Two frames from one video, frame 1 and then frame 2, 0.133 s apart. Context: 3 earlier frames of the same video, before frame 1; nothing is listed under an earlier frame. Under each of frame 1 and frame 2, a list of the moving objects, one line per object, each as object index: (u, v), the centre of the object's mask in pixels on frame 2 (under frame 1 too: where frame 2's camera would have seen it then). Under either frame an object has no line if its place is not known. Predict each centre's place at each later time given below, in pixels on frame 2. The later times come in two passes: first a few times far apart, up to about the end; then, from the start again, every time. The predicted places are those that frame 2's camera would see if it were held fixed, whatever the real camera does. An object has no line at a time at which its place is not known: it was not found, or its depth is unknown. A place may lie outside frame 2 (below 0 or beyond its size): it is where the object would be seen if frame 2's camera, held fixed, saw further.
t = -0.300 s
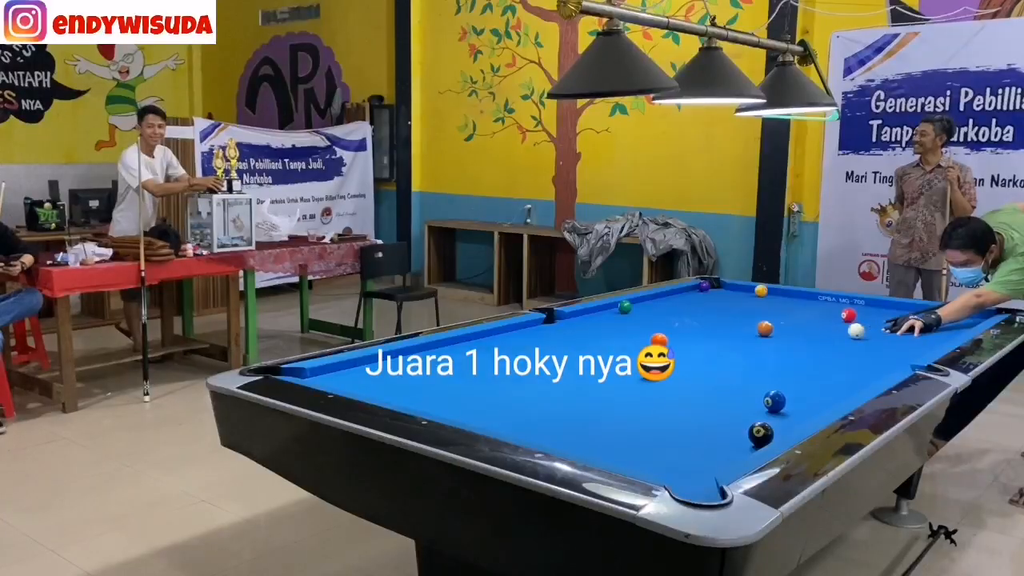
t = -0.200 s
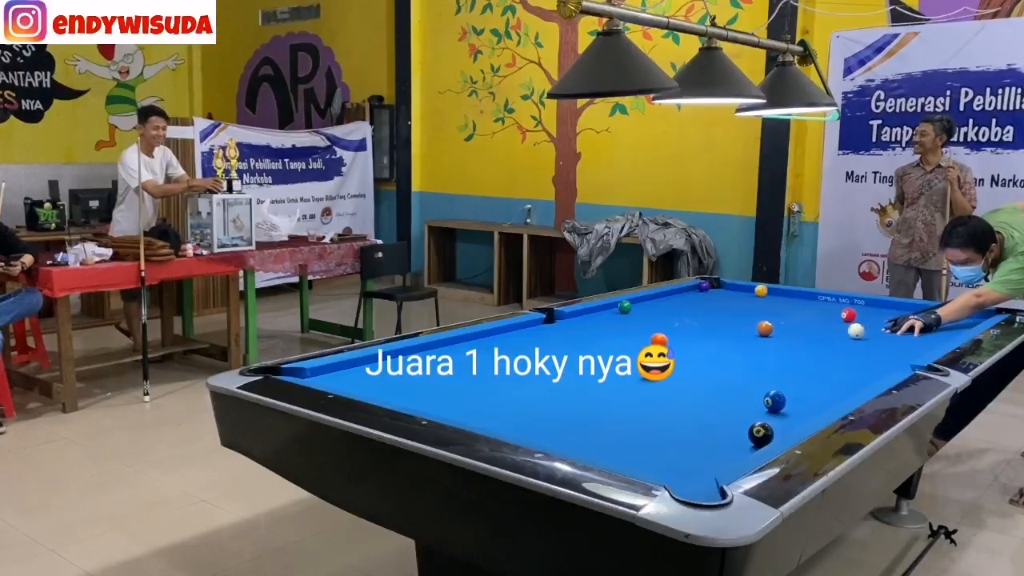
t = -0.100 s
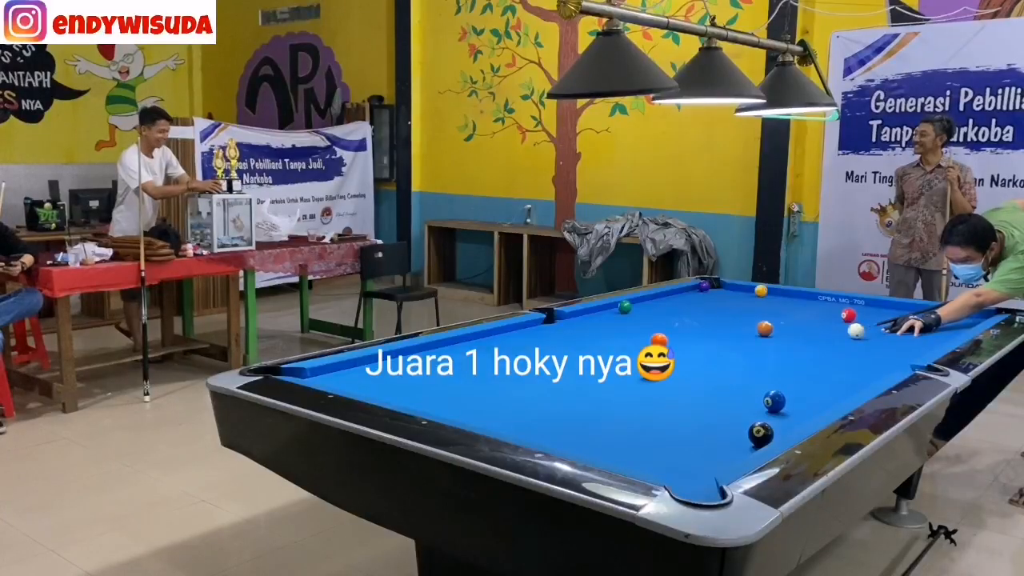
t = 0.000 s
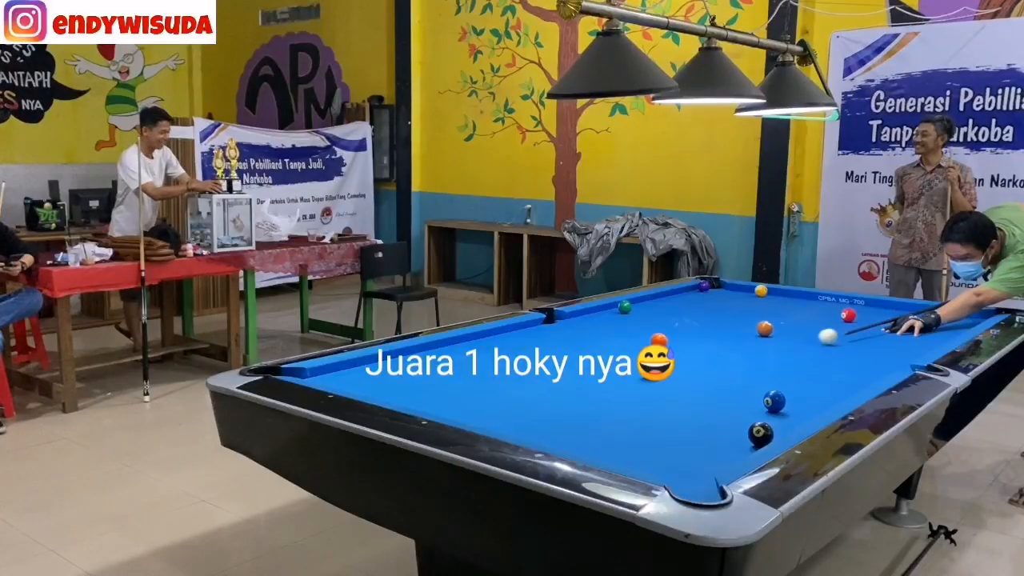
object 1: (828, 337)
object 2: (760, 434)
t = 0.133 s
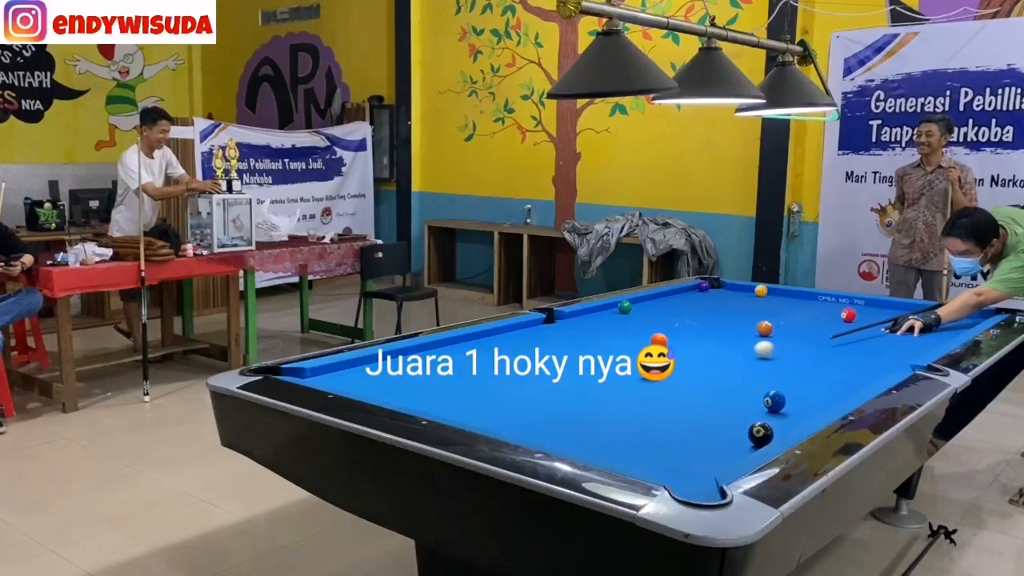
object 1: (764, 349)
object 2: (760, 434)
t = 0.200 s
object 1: (731, 356)
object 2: (760, 434)
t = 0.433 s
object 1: (679, 383)
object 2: (760, 434)
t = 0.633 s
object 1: (669, 410)
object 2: (760, 434)
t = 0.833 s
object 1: (655, 443)
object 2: (760, 434)
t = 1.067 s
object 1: (674, 468)
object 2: (760, 434)
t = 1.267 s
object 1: (734, 454)
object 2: (760, 434)
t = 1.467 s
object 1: (742, 440)
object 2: (762, 434)
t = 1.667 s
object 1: (726, 428)
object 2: (777, 429)
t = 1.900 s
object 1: (706, 417)
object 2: (783, 425)
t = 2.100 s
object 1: (691, 409)
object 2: (784, 423)
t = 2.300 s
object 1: (678, 401)
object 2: (785, 421)
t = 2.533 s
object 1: (665, 394)
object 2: (786, 419)
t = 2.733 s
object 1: (655, 388)
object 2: (787, 417)
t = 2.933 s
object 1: (646, 383)
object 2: (789, 417)
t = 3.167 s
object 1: (638, 378)
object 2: (790, 416)
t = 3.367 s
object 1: (631, 375)
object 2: (790, 416)
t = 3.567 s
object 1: (625, 371)
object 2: (790, 416)
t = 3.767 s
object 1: (621, 368)
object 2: (790, 416)
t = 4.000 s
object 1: (615, 366)
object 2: (790, 416)
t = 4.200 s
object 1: (611, 364)
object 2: (790, 416)
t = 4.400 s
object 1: (608, 362)
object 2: (790, 416)
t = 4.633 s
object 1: (605, 361)
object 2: (790, 416)
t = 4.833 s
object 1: (603, 360)
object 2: (790, 416)
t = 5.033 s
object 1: (602, 359)
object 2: (790, 416)
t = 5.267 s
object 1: (601, 359)
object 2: (790, 416)
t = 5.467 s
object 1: (601, 359)
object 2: (790, 416)
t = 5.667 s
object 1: (601, 359)
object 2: (790, 416)
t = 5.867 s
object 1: (601, 359)
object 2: (790, 416)
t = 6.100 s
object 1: (601, 359)
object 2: (790, 416)
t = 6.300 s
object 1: (601, 359)
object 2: (790, 416)
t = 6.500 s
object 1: (601, 359)
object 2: (790, 416)
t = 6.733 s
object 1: (601, 359)
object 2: (790, 416)
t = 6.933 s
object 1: (601, 359)
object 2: (790, 416)
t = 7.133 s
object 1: (601, 359)
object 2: (790, 416)
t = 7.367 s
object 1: (601, 359)
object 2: (790, 416)
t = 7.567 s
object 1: (601, 359)
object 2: (790, 416)
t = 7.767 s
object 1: (601, 359)
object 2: (790, 416)
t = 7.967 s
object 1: (601, 359)
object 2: (790, 416)
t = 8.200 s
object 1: (601, 359)
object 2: (790, 416)
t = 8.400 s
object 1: (601, 359)
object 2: (790, 416)
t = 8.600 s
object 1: (601, 359)
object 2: (790, 416)
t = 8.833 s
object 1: (601, 359)
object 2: (790, 416)
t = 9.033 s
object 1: (601, 359)
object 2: (790, 416)
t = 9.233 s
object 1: (601, 360)
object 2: (790, 416)
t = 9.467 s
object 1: (601, 359)
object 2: (790, 416)
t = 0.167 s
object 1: (748, 353)
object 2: (760, 434)
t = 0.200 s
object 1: (731, 356)
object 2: (760, 434)
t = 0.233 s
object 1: (713, 360)
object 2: (760, 434)
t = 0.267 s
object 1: (694, 364)
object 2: (760, 434)
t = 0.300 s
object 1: (675, 368)
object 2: (760, 434)
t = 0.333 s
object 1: (674, 371)
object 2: (760, 434)
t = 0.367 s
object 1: (677, 375)
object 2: (760, 434)
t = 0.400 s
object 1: (679, 379)
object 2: (760, 434)
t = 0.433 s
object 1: (679, 383)
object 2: (760, 434)
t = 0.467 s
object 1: (679, 387)
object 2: (760, 434)
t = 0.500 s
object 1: (677, 391)
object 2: (760, 434)
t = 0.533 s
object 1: (675, 396)
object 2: (760, 434)
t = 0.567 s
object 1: (673, 400)
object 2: (760, 434)
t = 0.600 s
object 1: (671, 405)
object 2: (760, 434)
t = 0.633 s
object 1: (669, 410)
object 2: (760, 434)
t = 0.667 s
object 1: (667, 415)
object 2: (760, 434)
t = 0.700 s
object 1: (664, 420)
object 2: (760, 434)
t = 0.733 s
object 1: (662, 425)
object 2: (760, 434)
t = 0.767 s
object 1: (660, 431)
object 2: (760, 434)
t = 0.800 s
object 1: (657, 437)
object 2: (760, 434)
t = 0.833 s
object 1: (655, 443)
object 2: (760, 434)
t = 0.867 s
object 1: (652, 449)
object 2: (760, 434)
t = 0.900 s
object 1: (649, 456)
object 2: (760, 434)
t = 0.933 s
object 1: (647, 462)
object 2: (760, 434)
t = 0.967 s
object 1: (644, 465)
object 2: (760, 434)
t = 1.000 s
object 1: (651, 467)
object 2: (760, 434)
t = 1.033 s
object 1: (663, 468)
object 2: (760, 434)
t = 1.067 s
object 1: (674, 468)
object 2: (760, 434)
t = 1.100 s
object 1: (685, 466)
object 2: (760, 434)
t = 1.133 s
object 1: (697, 464)
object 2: (760, 434)
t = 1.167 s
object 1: (707, 462)
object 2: (760, 434)
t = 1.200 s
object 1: (718, 460)
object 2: (760, 434)
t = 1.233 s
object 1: (728, 457)
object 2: (760, 434)
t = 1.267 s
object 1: (734, 454)
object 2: (760, 434)
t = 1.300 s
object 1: (736, 452)
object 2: (760, 434)
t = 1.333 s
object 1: (737, 450)
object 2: (760, 434)
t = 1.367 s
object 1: (738, 448)
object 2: (760, 434)
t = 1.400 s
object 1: (740, 445)
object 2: (761, 434)
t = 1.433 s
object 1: (741, 443)
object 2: (761, 434)
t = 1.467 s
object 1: (742, 440)
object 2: (762, 434)
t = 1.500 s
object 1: (742, 437)
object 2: (762, 434)
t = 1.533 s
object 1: (738, 436)
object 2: (765, 433)
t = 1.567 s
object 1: (735, 434)
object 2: (768, 432)
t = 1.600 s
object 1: (731, 432)
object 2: (771, 431)
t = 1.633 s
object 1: (728, 430)
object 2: (774, 430)
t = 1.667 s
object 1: (726, 428)
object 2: (777, 429)
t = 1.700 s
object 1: (722, 427)
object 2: (780, 428)
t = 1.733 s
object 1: (720, 425)
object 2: (783, 427)
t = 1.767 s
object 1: (716, 423)
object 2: (783, 427)
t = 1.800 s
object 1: (714, 422)
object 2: (783, 426)
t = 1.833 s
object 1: (711, 421)
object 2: (783, 426)
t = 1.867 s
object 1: (708, 419)
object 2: (783, 426)
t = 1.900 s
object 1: (706, 417)
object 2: (783, 425)
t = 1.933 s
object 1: (703, 416)
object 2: (783, 425)
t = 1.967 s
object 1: (701, 414)
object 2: (783, 425)
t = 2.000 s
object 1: (698, 413)
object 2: (784, 424)
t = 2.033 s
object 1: (696, 411)
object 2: (784, 424)
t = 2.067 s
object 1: (693, 410)
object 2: (784, 423)
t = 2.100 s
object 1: (691, 409)
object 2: (784, 423)
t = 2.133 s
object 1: (689, 408)
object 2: (784, 423)
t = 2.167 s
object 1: (687, 406)
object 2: (784, 422)
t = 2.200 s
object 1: (684, 405)
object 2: (785, 422)
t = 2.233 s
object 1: (682, 404)
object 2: (785, 422)
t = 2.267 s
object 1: (680, 403)
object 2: (785, 421)
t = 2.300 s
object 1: (678, 401)
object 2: (785, 421)
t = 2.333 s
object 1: (677, 400)
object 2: (785, 421)
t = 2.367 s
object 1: (675, 399)
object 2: (785, 421)
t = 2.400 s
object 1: (673, 398)
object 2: (785, 420)
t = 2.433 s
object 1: (671, 397)
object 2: (785, 420)
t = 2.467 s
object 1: (669, 396)
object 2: (785, 420)
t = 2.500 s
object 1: (667, 395)
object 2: (786, 419)
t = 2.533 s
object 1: (665, 394)
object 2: (786, 419)
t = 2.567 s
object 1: (664, 393)
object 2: (786, 419)
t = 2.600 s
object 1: (662, 392)
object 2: (786, 418)
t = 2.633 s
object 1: (660, 391)
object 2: (786, 418)
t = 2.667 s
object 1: (658, 390)
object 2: (786, 418)
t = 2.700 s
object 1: (657, 389)
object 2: (787, 418)
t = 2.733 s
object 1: (655, 388)
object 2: (787, 417)
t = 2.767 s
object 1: (654, 387)
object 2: (787, 417)
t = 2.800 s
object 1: (652, 386)
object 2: (788, 417)
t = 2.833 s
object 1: (651, 386)
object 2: (788, 417)
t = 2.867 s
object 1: (649, 385)
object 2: (788, 417)
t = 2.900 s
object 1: (648, 384)
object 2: (788, 417)
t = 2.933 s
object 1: (646, 383)
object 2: (789, 417)
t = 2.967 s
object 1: (645, 383)
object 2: (789, 416)
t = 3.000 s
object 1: (644, 382)
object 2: (789, 416)
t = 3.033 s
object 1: (642, 381)
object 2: (790, 416)
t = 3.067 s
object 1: (641, 380)
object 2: (790, 416)
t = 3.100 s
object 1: (640, 380)
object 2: (790, 416)
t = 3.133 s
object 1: (639, 379)
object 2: (790, 416)
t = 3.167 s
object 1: (638, 378)
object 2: (790, 416)
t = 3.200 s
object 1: (637, 378)
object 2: (790, 416)
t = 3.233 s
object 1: (636, 377)
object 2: (790, 416)
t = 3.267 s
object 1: (634, 376)
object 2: (790, 416)
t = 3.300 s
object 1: (633, 376)
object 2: (790, 416)
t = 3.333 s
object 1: (632, 375)
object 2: (790, 416)
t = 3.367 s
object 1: (631, 375)
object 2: (790, 416)
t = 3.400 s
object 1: (630, 374)
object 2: (790, 416)
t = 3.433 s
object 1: (629, 373)
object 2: (790, 416)
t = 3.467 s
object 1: (628, 373)
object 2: (790, 416)
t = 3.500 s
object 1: (627, 372)
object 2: (790, 416)
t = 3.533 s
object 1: (626, 372)
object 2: (790, 416)
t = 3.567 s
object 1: (625, 371)
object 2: (790, 416)
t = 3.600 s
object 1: (625, 371)
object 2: (790, 416)
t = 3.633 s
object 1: (624, 370)
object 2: (790, 416)
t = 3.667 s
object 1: (623, 370)
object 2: (790, 416)
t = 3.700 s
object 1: (622, 369)
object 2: (790, 416)
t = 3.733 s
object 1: (621, 369)
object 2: (790, 416)
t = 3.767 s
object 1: (621, 368)
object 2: (790, 416)
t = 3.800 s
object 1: (620, 368)
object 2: (790, 416)
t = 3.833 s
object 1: (619, 368)
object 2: (790, 416)
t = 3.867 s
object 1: (618, 367)
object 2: (790, 416)
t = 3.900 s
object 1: (617, 367)
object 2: (790, 416)
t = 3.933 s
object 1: (617, 366)
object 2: (790, 416)
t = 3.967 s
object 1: (616, 366)
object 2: (790, 416)
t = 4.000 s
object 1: (615, 366)
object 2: (790, 416)
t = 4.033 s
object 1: (615, 365)
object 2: (790, 416)
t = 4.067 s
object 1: (614, 365)
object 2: (790, 416)
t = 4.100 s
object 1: (613, 365)
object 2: (790, 416)
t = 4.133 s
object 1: (612, 364)
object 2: (790, 416)
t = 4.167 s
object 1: (612, 364)
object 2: (790, 416)
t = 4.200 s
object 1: (611, 364)
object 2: (790, 416)
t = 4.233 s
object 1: (611, 363)
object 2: (790, 416)
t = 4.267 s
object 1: (610, 363)
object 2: (790, 416)
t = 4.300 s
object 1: (610, 363)
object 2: (790, 416)
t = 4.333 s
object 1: (609, 363)
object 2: (790, 416)
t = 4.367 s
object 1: (608, 362)
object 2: (790, 416)
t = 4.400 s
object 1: (608, 362)
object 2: (790, 416)
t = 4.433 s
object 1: (608, 362)
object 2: (790, 416)
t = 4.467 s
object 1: (607, 362)
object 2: (790, 416)
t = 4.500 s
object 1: (607, 361)
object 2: (790, 416)
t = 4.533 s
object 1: (606, 361)
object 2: (790, 416)
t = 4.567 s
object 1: (606, 361)
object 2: (790, 416)
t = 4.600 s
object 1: (606, 361)
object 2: (790, 416)
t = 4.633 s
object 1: (605, 361)
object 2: (790, 416)
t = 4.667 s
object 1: (605, 361)
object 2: (790, 416)
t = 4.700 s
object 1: (604, 360)
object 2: (790, 416)
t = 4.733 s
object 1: (604, 360)
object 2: (790, 416)
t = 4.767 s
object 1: (604, 360)
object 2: (790, 416)
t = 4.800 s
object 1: (604, 360)
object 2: (790, 416)
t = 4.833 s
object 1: (603, 360)
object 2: (790, 416)
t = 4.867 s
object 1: (603, 360)
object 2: (790, 416)
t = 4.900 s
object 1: (603, 360)
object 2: (790, 416)
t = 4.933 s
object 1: (603, 359)
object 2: (790, 416)
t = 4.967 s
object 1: (602, 359)
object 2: (790, 416)
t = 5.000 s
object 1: (602, 359)
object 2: (790, 416)
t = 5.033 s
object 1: (602, 359)
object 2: (790, 416)
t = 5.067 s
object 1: (602, 359)
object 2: (790, 416)
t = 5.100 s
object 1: (602, 359)
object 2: (790, 416)
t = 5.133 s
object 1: (601, 359)
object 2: (790, 416)
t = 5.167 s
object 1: (601, 359)
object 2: (790, 416)
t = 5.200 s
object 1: (601, 359)
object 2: (790, 416)
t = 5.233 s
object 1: (601, 359)
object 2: (790, 416)
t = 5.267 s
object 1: (601, 359)
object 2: (790, 416)
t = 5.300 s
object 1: (601, 359)
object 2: (790, 416)
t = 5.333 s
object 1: (601, 359)
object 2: (790, 416)
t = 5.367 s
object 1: (601, 359)
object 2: (790, 416)
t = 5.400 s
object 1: (601, 359)
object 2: (790, 416)
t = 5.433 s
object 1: (601, 359)
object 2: (790, 416)
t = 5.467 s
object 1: (601, 359)
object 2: (790, 416)
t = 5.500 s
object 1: (601, 359)
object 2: (790, 416)
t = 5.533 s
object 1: (601, 359)
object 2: (790, 416)
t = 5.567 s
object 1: (601, 359)
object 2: (790, 416)
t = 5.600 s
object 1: (601, 359)
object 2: (790, 416)
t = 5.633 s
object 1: (601, 359)
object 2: (790, 416)
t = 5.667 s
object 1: (601, 359)
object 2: (790, 416)
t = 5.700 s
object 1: (601, 359)
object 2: (790, 416)
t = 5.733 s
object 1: (601, 359)
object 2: (790, 416)
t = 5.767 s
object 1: (601, 359)
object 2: (790, 416)
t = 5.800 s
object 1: (601, 359)
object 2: (790, 416)
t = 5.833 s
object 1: (601, 359)
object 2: (790, 416)
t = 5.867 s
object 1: (601, 359)
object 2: (790, 416)
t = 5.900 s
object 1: (601, 359)
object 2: (790, 416)
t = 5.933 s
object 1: (601, 359)
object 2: (790, 416)
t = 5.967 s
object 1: (601, 359)
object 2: (790, 416)
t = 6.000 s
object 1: (601, 359)
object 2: (790, 416)
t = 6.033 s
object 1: (601, 359)
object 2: (790, 416)
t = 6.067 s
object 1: (601, 359)
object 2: (790, 416)
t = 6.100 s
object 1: (601, 359)
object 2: (790, 416)
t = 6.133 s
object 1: (601, 359)
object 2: (790, 416)
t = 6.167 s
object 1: (601, 359)
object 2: (790, 416)
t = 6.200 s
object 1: (601, 359)
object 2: (790, 416)
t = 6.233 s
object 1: (601, 359)
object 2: (790, 416)
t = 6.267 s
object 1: (601, 359)
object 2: (790, 416)
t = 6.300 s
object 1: (601, 359)
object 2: (790, 416)
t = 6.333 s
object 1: (601, 359)
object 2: (790, 416)
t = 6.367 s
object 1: (601, 359)
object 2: (790, 416)
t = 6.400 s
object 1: (601, 359)
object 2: (790, 416)
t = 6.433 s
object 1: (601, 359)
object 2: (790, 416)
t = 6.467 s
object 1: (601, 359)
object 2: (790, 416)
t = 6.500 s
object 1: (601, 359)
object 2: (790, 416)
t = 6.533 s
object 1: (601, 359)
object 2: (790, 416)
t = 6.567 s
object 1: (601, 359)
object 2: (790, 416)
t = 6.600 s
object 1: (601, 359)
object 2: (790, 416)
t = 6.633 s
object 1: (601, 359)
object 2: (790, 416)
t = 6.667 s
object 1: (601, 359)
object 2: (790, 416)
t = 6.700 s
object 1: (601, 359)
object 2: (790, 416)
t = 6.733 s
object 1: (601, 359)
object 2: (790, 416)
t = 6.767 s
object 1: (601, 359)
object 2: (790, 416)
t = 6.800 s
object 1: (601, 359)
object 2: (790, 416)
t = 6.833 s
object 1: (601, 359)
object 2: (790, 416)
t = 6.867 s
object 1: (601, 359)
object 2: (790, 416)
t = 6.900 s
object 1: (601, 359)
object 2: (790, 416)
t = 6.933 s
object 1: (601, 359)
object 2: (790, 416)
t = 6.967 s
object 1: (601, 359)
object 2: (790, 416)
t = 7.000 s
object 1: (601, 359)
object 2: (790, 416)
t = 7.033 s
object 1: (601, 359)
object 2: (790, 416)
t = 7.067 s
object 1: (601, 359)
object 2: (790, 416)
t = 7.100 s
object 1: (601, 359)
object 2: (790, 416)
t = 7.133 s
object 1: (601, 359)
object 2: (790, 416)
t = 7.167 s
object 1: (601, 359)
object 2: (790, 416)
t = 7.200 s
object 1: (601, 359)
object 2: (790, 416)
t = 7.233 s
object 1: (601, 359)
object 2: (790, 416)
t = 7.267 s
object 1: (601, 359)
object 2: (790, 416)
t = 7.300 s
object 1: (601, 359)
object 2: (790, 416)
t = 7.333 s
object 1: (601, 359)
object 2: (790, 416)
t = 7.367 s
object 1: (601, 359)
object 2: (790, 416)
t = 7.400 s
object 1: (601, 359)
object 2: (790, 416)
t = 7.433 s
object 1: (601, 359)
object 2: (790, 416)
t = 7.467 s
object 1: (601, 359)
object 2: (790, 416)
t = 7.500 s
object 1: (601, 359)
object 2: (790, 416)
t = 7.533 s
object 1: (601, 359)
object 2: (790, 416)
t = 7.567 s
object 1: (601, 359)
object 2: (790, 416)
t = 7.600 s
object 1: (601, 359)
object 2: (790, 416)
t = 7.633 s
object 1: (601, 359)
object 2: (790, 416)
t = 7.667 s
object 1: (601, 359)
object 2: (790, 416)
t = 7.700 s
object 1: (601, 359)
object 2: (790, 416)
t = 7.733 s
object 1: (601, 359)
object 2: (790, 416)
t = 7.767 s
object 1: (601, 359)
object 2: (790, 416)
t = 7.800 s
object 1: (601, 359)
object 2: (790, 416)
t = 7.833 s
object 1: (601, 359)
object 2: (790, 416)
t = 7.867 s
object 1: (601, 359)
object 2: (790, 416)
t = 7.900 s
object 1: (601, 359)
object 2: (790, 416)
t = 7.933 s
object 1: (601, 359)
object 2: (790, 416)
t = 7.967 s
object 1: (601, 359)
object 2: (790, 416)
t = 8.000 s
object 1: (601, 359)
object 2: (790, 416)
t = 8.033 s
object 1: (601, 359)
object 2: (790, 416)
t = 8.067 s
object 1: (601, 359)
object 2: (790, 416)
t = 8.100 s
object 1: (601, 359)
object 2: (790, 416)
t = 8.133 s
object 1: (601, 359)
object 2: (790, 416)
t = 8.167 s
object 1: (601, 359)
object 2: (790, 416)
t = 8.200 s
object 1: (601, 359)
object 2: (790, 416)
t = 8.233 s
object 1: (601, 359)
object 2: (790, 416)
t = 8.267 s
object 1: (601, 359)
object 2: (790, 416)
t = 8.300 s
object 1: (601, 359)
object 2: (790, 416)
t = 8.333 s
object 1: (601, 359)
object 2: (790, 416)
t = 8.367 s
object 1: (601, 359)
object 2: (790, 416)
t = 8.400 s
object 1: (601, 359)
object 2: (790, 416)
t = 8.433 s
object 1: (601, 359)
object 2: (790, 416)
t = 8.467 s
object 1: (601, 359)
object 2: (790, 416)
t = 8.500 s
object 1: (601, 359)
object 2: (790, 416)
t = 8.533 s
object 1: (601, 359)
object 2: (790, 416)
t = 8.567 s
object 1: (601, 359)
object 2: (790, 416)
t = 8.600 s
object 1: (601, 359)
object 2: (790, 416)
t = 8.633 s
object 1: (601, 359)
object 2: (790, 416)
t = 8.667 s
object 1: (601, 359)
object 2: (790, 416)
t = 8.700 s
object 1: (601, 359)
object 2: (790, 416)
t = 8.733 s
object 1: (601, 359)
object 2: (790, 416)
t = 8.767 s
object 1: (601, 359)
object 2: (790, 416)
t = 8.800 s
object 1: (601, 359)
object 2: (790, 416)
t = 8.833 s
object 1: (601, 359)
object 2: (790, 416)
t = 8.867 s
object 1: (601, 359)
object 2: (790, 416)
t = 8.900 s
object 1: (601, 359)
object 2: (790, 416)
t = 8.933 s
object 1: (601, 359)
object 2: (790, 416)
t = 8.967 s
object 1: (601, 359)
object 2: (790, 416)
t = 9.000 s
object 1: (601, 359)
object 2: (790, 416)
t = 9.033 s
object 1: (601, 359)
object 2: (790, 416)
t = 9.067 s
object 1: (601, 360)
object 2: (790, 416)
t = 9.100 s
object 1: (601, 359)
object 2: (790, 416)
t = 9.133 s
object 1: (601, 360)
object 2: (790, 416)
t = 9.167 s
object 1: (601, 359)
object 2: (790, 416)
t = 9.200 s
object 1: (601, 359)
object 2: (790, 416)
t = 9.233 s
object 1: (601, 360)
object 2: (790, 416)
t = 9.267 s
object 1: (601, 359)
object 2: (790, 416)
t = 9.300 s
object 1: (601, 359)
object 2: (790, 416)
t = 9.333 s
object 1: (601, 359)
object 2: (790, 416)
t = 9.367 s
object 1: (601, 359)
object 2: (790, 416)
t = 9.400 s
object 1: (601, 359)
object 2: (790, 416)
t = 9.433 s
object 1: (601, 360)
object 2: (790, 416)
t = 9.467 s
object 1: (601, 359)
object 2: (790, 416)
